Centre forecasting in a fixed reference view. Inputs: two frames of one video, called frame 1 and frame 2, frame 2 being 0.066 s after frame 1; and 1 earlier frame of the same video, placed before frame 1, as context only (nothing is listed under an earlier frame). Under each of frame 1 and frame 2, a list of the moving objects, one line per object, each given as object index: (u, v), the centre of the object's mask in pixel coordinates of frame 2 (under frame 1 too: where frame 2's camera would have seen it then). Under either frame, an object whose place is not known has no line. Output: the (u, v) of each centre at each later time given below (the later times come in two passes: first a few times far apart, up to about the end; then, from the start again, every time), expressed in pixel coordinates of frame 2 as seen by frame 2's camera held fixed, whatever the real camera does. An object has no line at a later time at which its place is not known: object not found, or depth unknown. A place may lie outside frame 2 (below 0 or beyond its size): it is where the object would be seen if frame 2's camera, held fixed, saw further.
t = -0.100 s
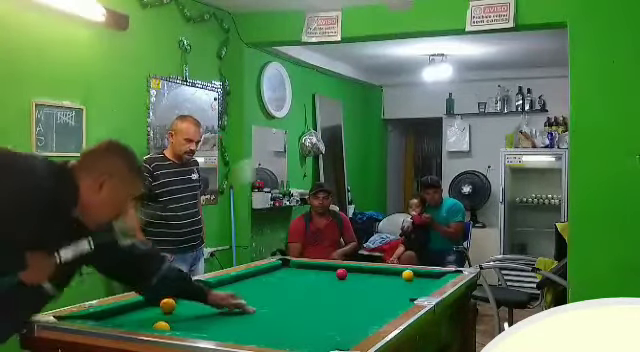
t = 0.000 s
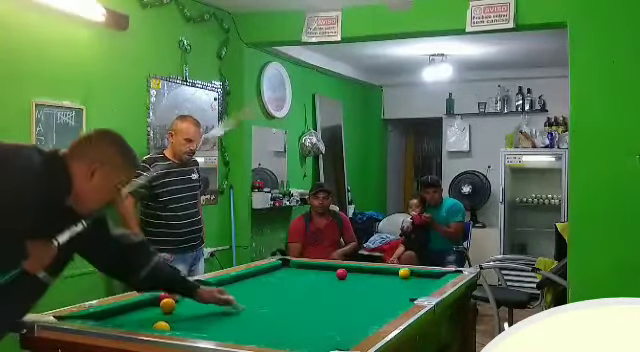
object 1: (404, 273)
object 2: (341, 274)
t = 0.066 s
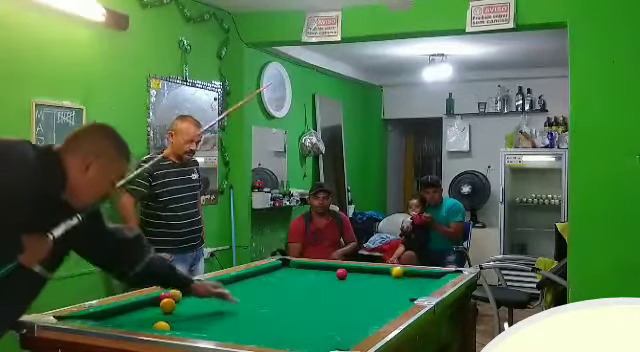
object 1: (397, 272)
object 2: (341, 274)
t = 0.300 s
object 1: (362, 273)
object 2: (341, 274)
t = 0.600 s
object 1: (345, 274)
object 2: (316, 273)
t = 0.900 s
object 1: (335, 275)
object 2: (286, 274)
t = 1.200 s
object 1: (326, 276)
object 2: (258, 275)
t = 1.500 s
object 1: (318, 277)
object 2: (255, 276)
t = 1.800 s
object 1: (311, 278)
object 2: (264, 278)
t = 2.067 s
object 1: (307, 279)
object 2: (270, 280)
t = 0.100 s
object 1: (392, 272)
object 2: (341, 274)
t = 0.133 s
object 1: (386, 272)
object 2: (341, 274)
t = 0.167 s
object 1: (382, 272)
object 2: (341, 274)
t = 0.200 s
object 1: (377, 272)
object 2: (341, 274)
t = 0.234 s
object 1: (373, 273)
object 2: (341, 274)
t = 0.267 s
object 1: (368, 273)
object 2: (341, 274)
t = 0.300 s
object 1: (362, 273)
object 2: (341, 274)
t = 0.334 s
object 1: (358, 273)
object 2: (341, 274)
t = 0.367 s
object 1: (354, 273)
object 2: (341, 274)
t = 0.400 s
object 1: (352, 273)
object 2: (337, 273)
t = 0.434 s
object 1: (351, 273)
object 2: (333, 273)
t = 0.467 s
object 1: (350, 274)
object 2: (329, 273)
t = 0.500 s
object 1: (349, 274)
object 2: (325, 273)
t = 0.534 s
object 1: (348, 274)
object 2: (322, 273)
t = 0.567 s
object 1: (346, 274)
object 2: (319, 273)
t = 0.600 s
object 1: (345, 274)
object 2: (316, 273)
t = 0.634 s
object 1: (344, 274)
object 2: (312, 273)
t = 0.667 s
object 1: (343, 274)
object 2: (308, 274)
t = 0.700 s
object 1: (341, 274)
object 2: (305, 273)
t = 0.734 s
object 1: (341, 274)
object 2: (302, 273)
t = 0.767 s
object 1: (339, 275)
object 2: (299, 274)
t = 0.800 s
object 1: (338, 275)
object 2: (295, 274)
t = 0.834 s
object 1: (337, 275)
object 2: (293, 274)
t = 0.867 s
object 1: (336, 275)
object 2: (289, 274)
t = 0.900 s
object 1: (335, 275)
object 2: (286, 274)
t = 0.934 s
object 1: (334, 275)
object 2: (282, 274)
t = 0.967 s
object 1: (333, 275)
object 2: (280, 274)
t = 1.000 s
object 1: (333, 276)
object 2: (276, 274)
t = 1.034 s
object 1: (331, 276)
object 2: (273, 274)
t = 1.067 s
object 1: (330, 276)
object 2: (270, 274)
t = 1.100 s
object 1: (329, 276)
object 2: (267, 274)
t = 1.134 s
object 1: (328, 276)
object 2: (264, 274)
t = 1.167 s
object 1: (327, 276)
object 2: (261, 275)
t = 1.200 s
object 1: (326, 276)
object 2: (258, 275)
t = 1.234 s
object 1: (325, 277)
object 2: (255, 275)
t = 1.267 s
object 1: (324, 277)
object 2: (252, 275)
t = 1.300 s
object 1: (324, 277)
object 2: (250, 275)
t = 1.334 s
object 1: (324, 277)
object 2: (250, 275)
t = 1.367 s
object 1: (323, 277)
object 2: (251, 275)
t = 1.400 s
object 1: (321, 277)
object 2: (251, 275)
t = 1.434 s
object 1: (319, 277)
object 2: (254, 276)
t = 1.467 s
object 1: (319, 277)
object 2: (254, 276)
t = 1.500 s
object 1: (318, 277)
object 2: (255, 276)
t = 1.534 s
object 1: (316, 278)
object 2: (256, 276)
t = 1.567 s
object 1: (316, 278)
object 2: (256, 277)
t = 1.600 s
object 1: (315, 278)
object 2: (257, 277)
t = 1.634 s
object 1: (315, 278)
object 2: (257, 277)
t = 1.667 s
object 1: (313, 278)
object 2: (260, 277)
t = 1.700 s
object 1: (313, 278)
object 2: (260, 277)
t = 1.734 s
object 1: (312, 278)
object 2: (262, 278)
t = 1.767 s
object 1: (311, 278)
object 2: (262, 278)
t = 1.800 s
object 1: (311, 278)
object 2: (264, 278)
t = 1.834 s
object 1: (310, 279)
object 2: (265, 279)
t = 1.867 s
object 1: (309, 279)
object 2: (266, 279)
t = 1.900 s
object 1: (309, 279)
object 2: (266, 279)
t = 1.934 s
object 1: (309, 279)
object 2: (266, 279)
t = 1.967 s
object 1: (308, 279)
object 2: (268, 279)
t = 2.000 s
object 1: (308, 279)
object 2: (268, 279)
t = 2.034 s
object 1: (307, 279)
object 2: (270, 280)
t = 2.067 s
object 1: (307, 279)
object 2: (270, 280)
